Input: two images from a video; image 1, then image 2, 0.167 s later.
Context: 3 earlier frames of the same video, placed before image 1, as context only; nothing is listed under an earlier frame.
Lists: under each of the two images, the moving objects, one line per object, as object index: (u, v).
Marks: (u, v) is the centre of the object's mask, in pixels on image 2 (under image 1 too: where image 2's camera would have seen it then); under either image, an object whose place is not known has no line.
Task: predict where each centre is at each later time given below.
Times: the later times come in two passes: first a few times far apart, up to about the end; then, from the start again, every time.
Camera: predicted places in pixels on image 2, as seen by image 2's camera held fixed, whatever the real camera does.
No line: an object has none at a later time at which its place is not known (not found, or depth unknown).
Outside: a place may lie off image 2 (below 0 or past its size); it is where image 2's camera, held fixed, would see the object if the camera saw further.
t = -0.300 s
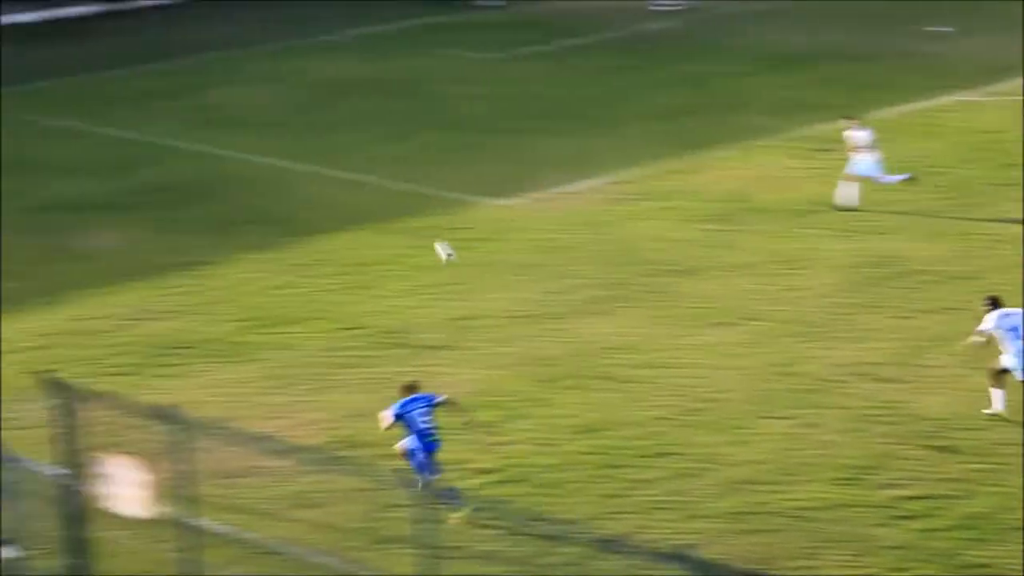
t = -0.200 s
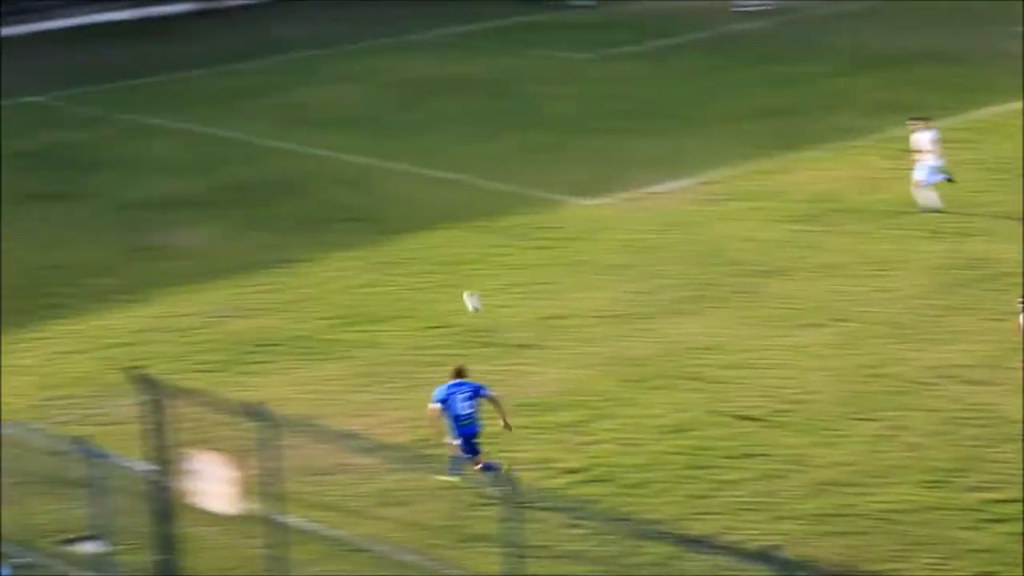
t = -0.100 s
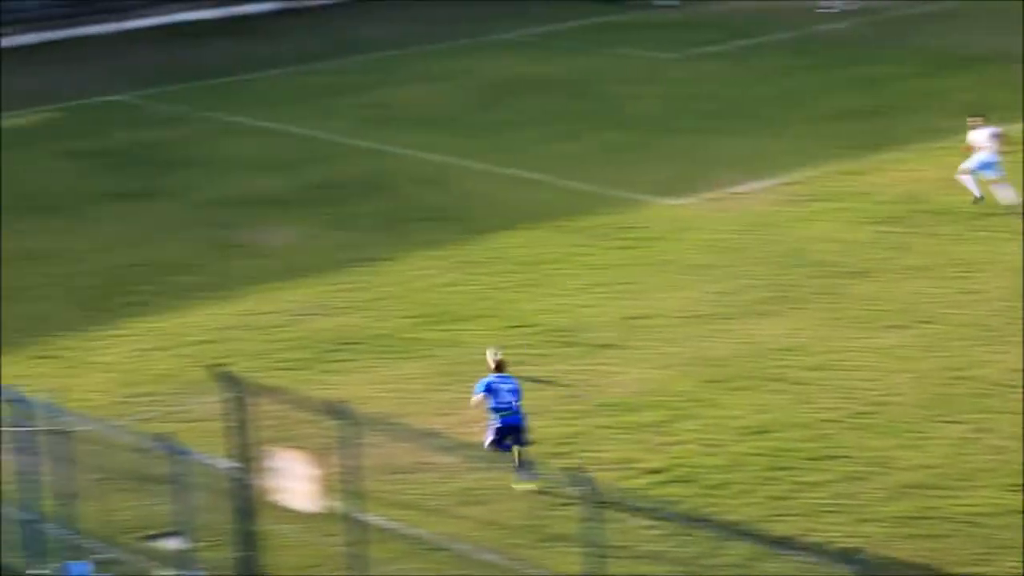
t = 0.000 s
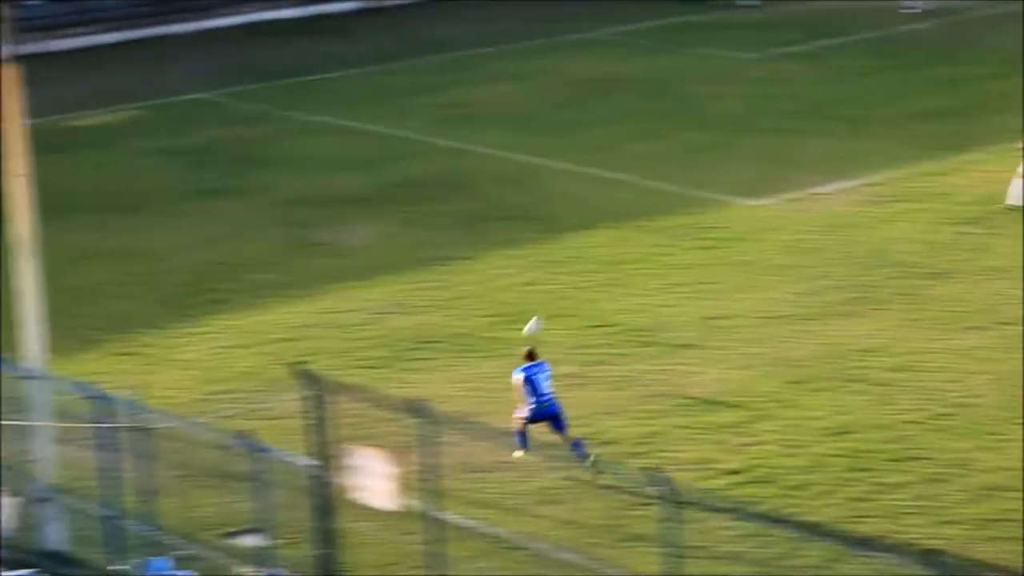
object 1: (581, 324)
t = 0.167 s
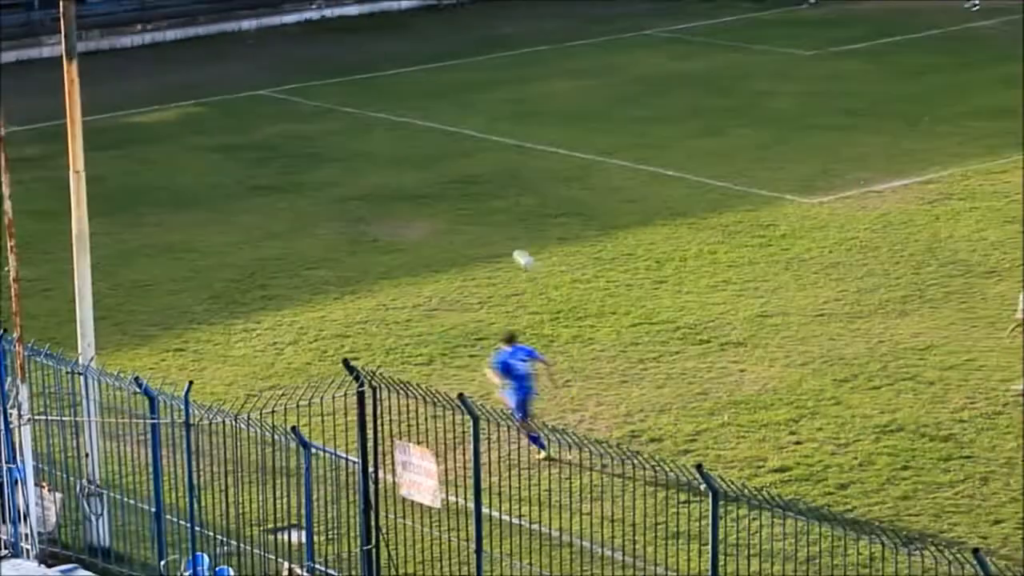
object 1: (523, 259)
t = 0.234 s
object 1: (500, 240)
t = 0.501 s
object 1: (407, 195)
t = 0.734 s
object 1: (331, 196)
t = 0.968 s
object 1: (260, 234)
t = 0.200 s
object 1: (511, 249)
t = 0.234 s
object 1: (500, 240)
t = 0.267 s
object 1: (488, 232)
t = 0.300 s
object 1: (477, 224)
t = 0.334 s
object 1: (465, 217)
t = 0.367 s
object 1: (453, 211)
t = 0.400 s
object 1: (442, 206)
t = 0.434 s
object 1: (430, 202)
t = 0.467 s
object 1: (419, 198)
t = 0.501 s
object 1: (407, 195)
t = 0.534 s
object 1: (396, 193)
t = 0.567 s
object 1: (385, 192)
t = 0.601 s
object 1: (374, 191)
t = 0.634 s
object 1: (363, 191)
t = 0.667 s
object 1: (352, 192)
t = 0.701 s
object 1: (342, 194)
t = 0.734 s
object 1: (331, 196)
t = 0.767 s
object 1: (321, 199)
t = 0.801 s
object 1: (310, 203)
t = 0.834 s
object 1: (300, 208)
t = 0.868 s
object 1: (290, 213)
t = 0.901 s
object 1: (280, 220)
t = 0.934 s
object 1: (270, 226)
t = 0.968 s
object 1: (260, 234)
